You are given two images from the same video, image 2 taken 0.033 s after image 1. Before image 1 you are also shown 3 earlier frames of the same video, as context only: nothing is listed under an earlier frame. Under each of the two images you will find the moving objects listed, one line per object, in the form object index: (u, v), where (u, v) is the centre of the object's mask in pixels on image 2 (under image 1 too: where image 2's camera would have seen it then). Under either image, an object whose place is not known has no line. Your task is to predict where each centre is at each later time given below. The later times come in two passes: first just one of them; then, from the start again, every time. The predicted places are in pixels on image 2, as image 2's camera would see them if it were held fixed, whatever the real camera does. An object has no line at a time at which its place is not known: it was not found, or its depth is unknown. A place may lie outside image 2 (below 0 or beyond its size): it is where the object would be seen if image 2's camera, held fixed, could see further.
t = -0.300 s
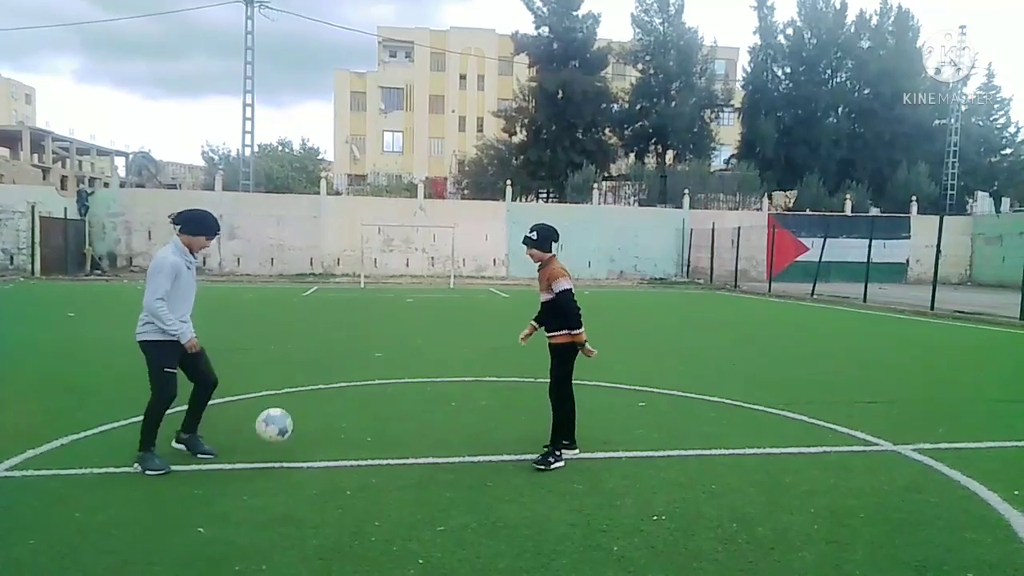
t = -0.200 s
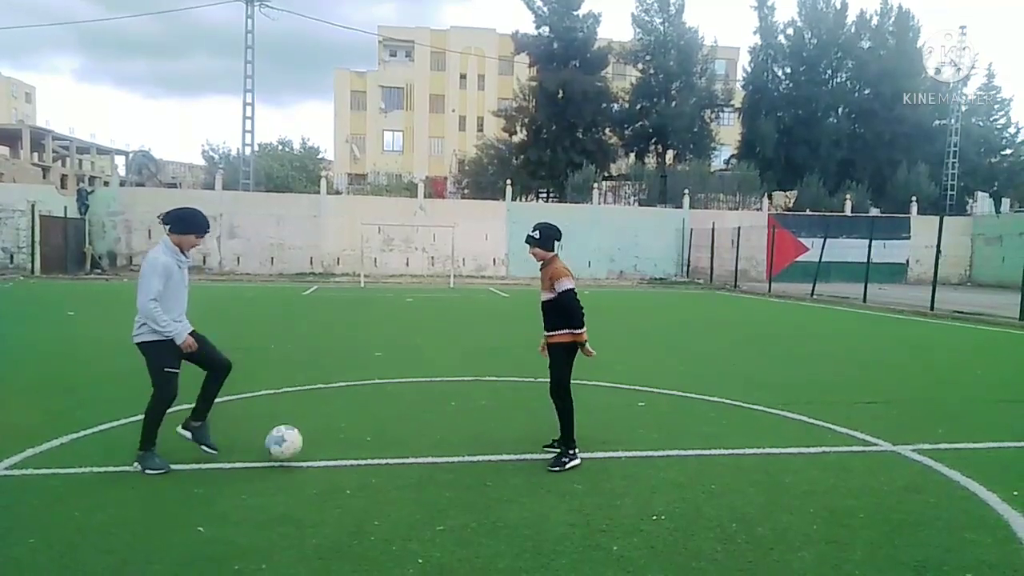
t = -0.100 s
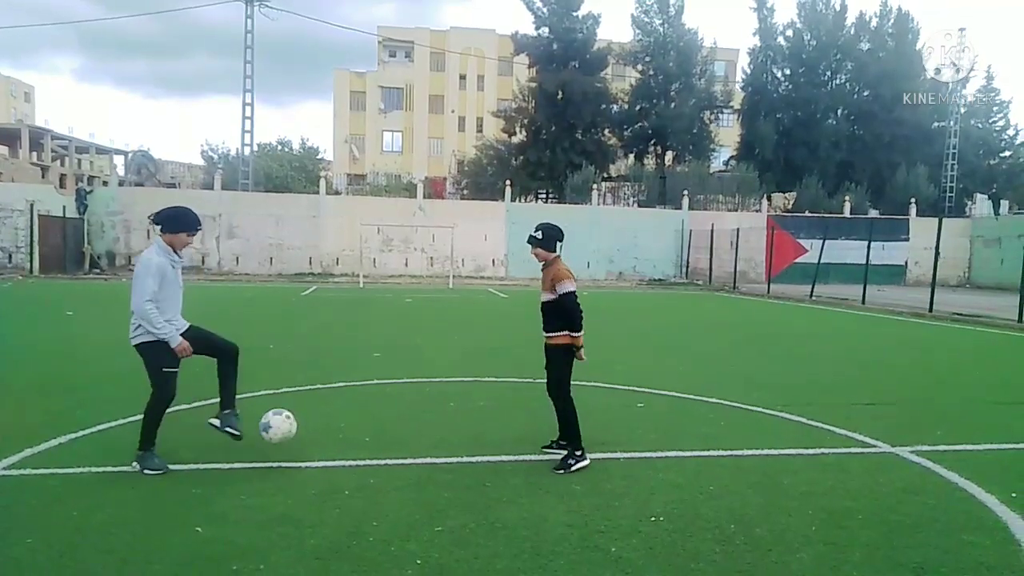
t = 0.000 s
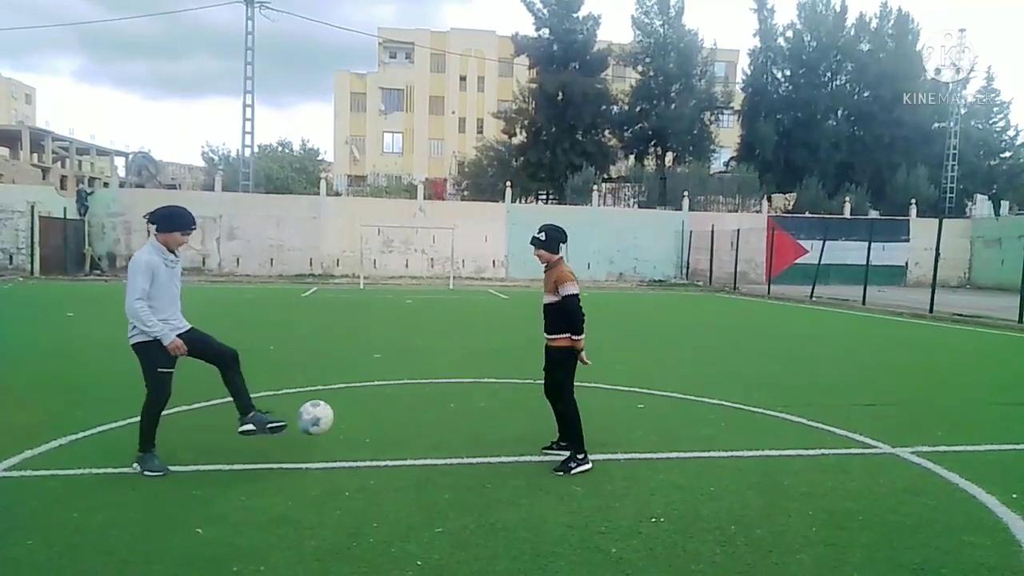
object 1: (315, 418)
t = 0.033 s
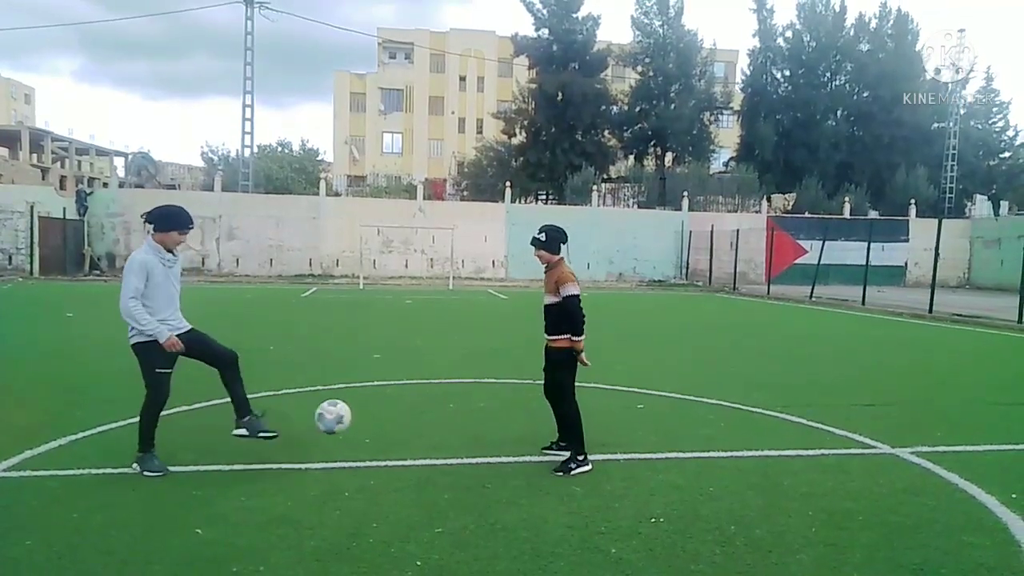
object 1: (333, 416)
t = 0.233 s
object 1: (432, 440)
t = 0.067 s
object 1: (351, 417)
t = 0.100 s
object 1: (368, 419)
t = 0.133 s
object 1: (384, 422)
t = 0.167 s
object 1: (401, 428)
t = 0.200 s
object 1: (418, 434)
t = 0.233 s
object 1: (432, 440)
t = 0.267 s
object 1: (439, 432)
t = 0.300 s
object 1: (447, 426)
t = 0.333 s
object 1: (455, 422)
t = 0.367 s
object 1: (462, 420)
